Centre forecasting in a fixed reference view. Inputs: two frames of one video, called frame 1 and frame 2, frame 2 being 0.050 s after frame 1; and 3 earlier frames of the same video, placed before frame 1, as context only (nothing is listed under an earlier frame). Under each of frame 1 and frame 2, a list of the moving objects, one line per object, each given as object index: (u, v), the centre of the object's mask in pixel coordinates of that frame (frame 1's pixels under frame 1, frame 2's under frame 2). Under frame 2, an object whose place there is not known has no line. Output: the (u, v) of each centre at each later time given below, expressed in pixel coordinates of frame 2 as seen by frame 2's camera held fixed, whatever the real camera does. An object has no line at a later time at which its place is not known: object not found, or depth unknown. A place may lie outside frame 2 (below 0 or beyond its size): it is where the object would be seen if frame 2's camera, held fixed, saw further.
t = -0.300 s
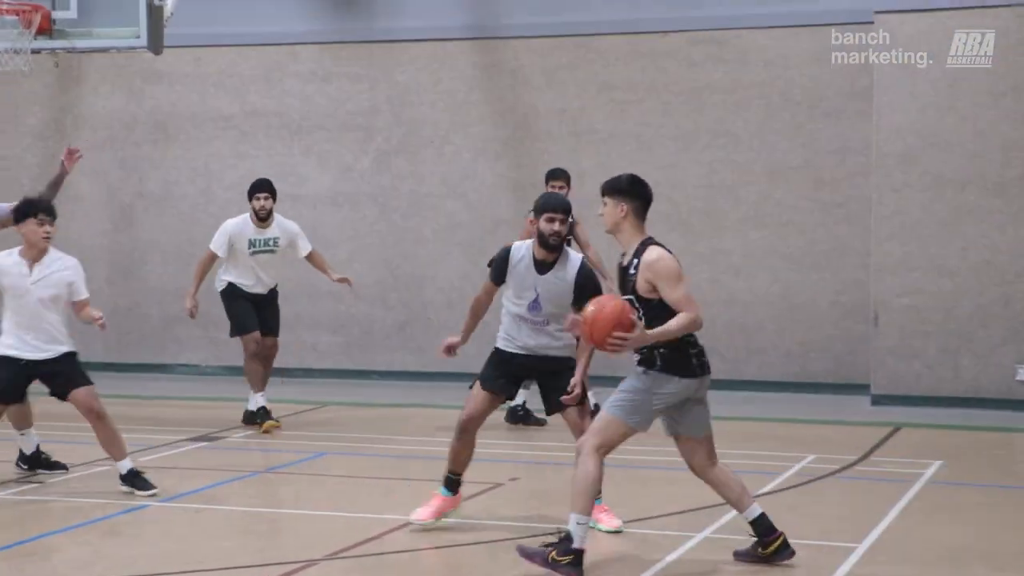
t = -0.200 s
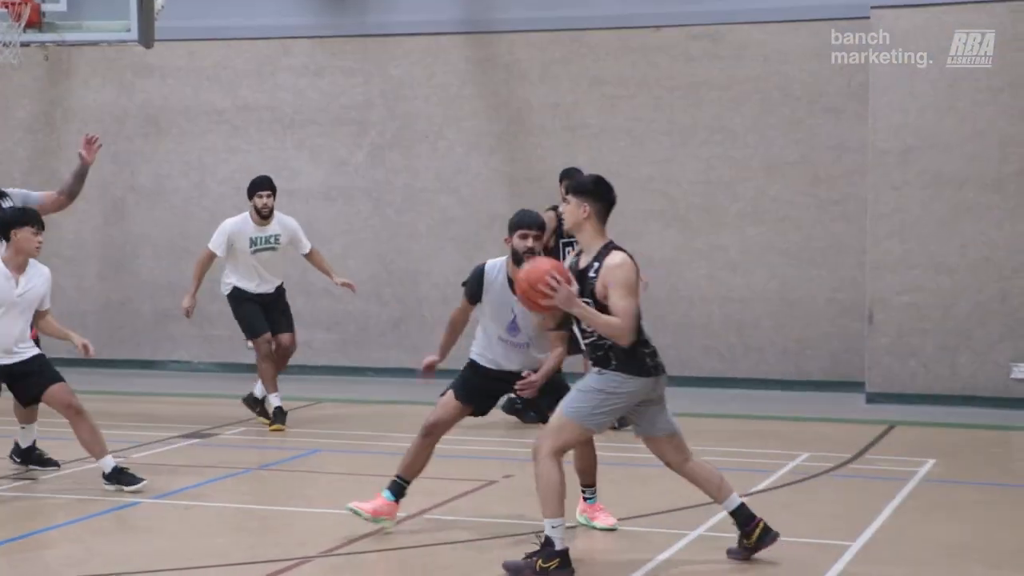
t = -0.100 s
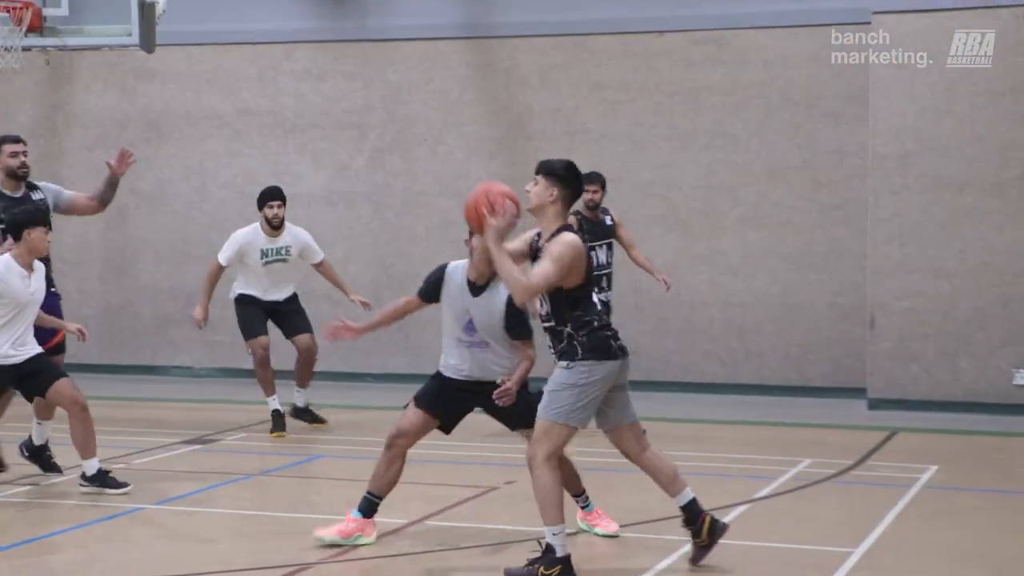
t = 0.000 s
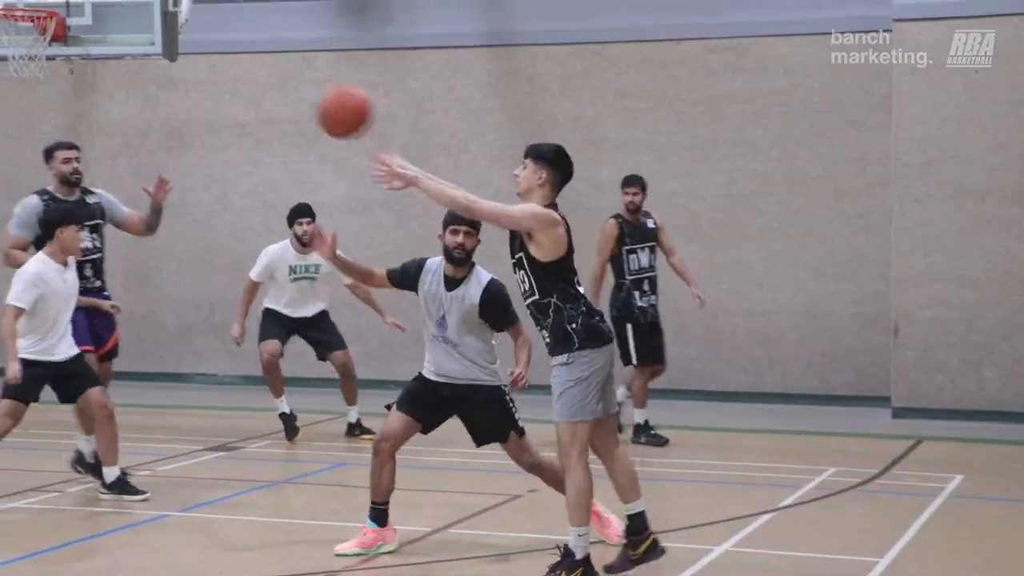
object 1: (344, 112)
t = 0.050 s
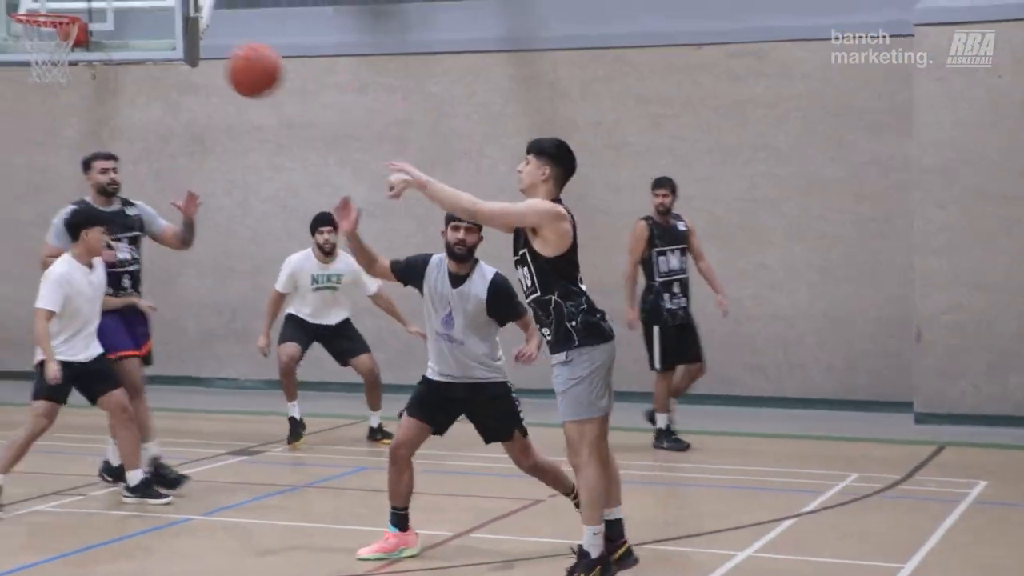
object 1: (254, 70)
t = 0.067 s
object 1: (216, 56)
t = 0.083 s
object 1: (179, 44)
